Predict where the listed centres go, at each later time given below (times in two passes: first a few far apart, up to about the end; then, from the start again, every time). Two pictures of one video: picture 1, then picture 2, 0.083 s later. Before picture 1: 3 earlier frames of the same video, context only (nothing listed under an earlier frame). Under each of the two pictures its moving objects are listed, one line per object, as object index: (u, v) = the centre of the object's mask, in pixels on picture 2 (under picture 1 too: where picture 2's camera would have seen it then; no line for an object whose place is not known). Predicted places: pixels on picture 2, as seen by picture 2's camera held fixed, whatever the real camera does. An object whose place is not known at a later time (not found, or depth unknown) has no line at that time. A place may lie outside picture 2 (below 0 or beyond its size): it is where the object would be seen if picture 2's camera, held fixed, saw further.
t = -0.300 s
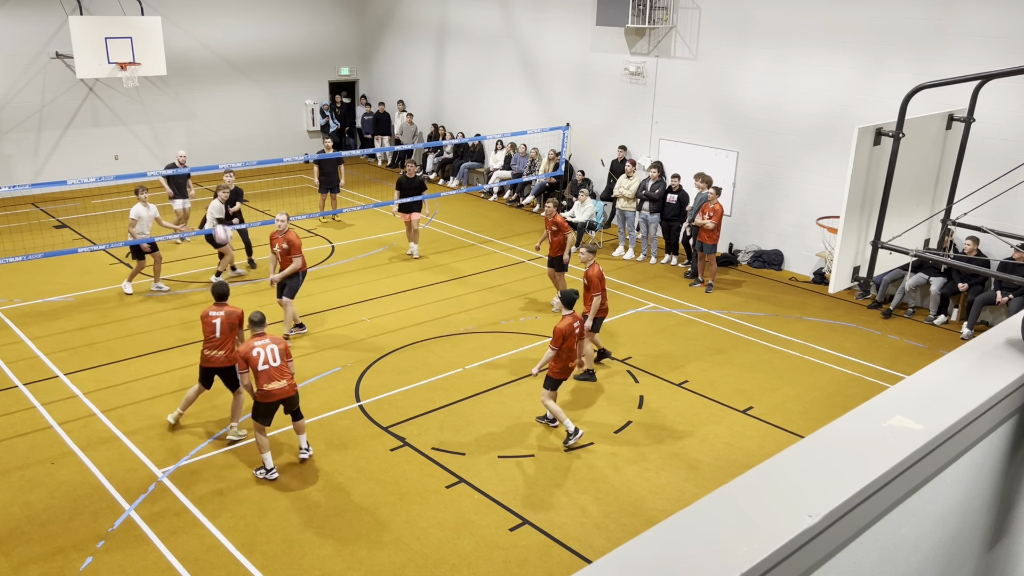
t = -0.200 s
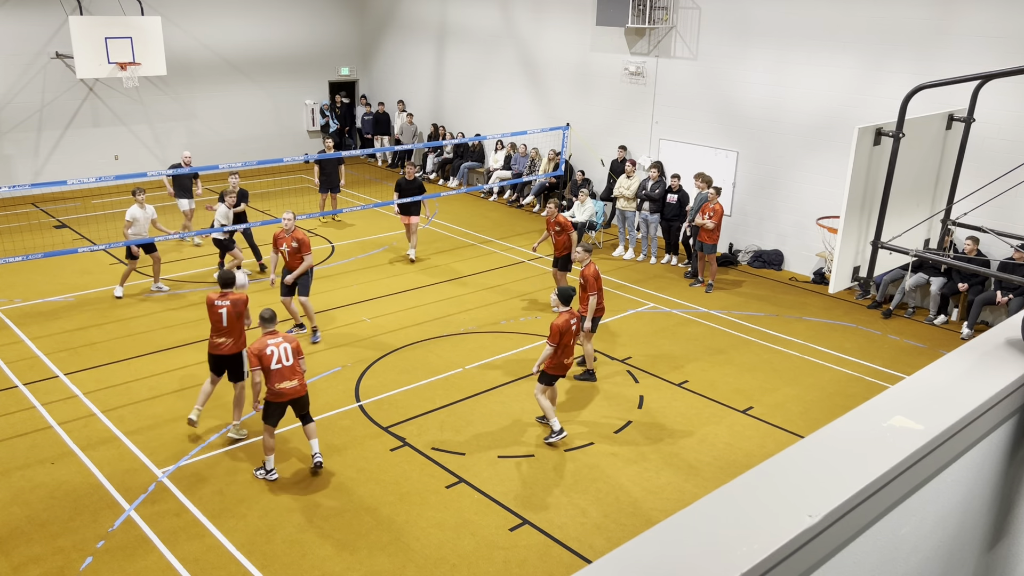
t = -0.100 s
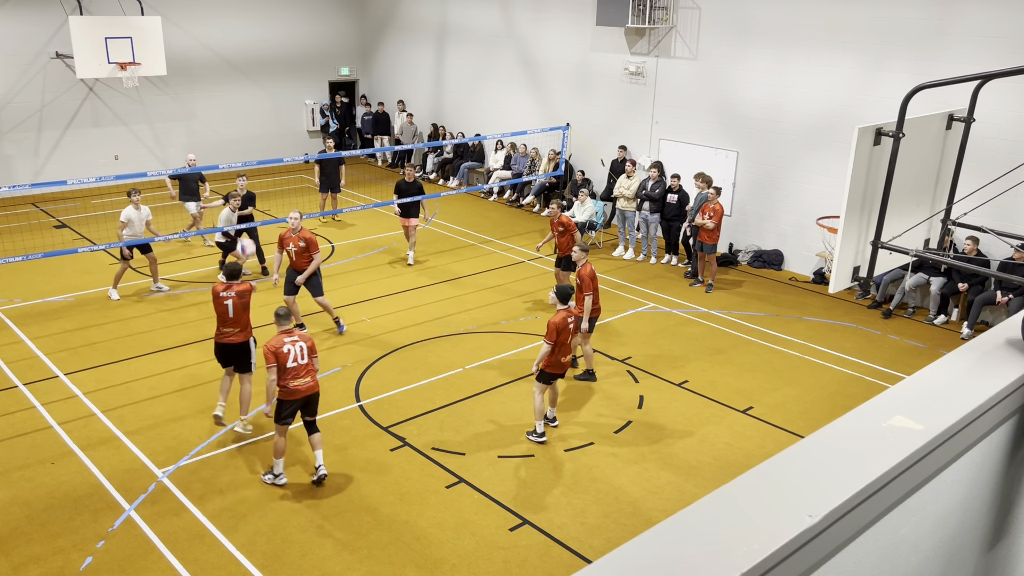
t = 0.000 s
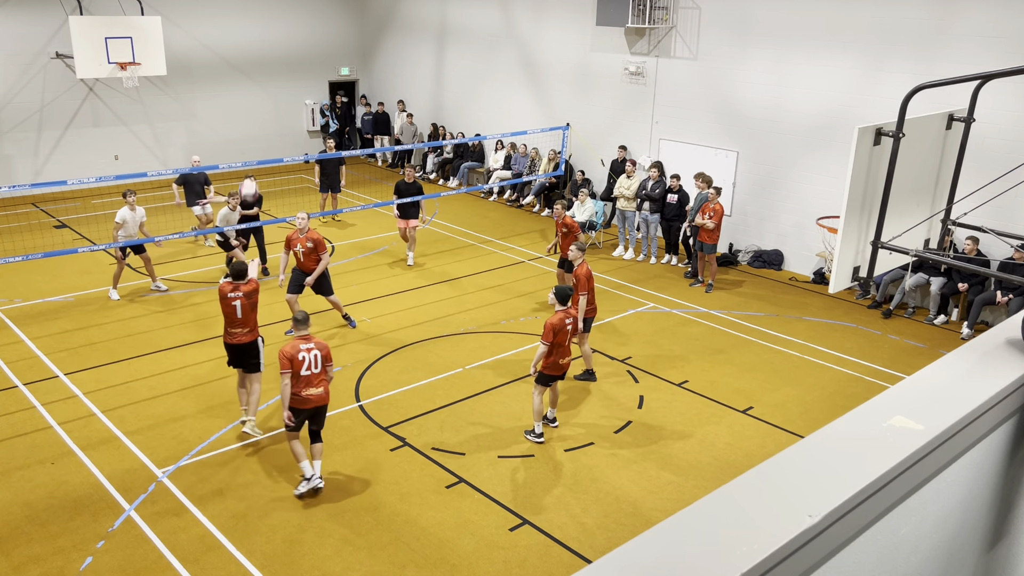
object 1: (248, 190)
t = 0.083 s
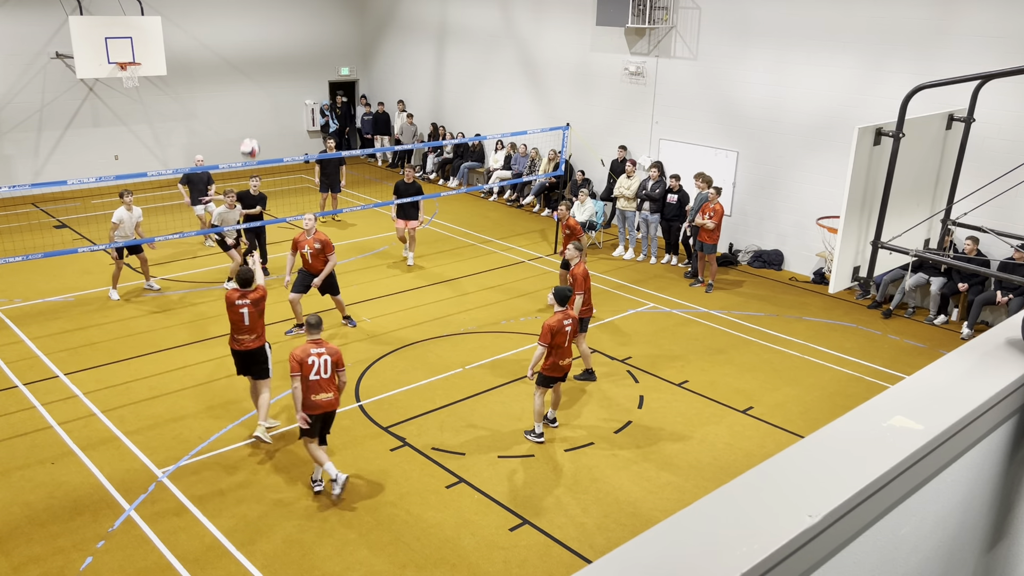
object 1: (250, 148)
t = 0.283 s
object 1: (255, 77)
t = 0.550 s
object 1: (265, 41)
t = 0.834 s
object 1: (279, 70)
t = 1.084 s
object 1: (294, 142)
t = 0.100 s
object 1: (250, 141)
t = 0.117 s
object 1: (250, 134)
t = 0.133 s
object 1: (251, 127)
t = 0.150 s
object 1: (251, 120)
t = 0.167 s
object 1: (251, 114)
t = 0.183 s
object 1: (251, 108)
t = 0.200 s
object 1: (252, 102)
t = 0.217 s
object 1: (252, 96)
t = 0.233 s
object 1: (253, 91)
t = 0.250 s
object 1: (253, 86)
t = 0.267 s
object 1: (254, 81)
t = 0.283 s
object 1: (255, 77)
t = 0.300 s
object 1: (255, 73)
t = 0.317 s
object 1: (256, 69)
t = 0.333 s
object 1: (256, 65)
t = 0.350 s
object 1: (257, 62)
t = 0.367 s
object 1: (258, 59)
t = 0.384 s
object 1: (258, 56)
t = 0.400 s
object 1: (259, 53)
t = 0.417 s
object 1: (260, 51)
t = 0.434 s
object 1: (260, 49)
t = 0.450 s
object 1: (261, 47)
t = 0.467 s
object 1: (261, 45)
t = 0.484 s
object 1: (262, 44)
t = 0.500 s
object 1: (263, 43)
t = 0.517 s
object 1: (264, 42)
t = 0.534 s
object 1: (264, 41)
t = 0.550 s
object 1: (265, 41)
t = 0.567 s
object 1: (266, 41)
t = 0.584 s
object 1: (267, 41)
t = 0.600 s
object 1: (267, 41)
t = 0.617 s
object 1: (268, 42)
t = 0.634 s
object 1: (269, 42)
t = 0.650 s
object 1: (270, 43)
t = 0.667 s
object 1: (271, 45)
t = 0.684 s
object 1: (272, 46)
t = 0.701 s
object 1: (273, 48)
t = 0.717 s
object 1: (273, 50)
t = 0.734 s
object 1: (274, 52)
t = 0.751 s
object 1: (275, 55)
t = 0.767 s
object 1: (276, 57)
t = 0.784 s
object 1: (277, 60)
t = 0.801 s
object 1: (278, 63)
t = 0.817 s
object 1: (279, 66)
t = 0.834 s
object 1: (279, 70)
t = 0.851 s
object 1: (281, 73)
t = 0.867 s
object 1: (281, 77)
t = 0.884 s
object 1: (282, 81)
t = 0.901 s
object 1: (283, 85)
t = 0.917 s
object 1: (284, 89)
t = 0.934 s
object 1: (285, 94)
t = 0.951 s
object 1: (286, 99)
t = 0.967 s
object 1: (287, 103)
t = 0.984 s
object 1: (288, 108)
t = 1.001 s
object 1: (289, 114)
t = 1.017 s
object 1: (290, 119)
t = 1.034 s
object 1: (291, 125)
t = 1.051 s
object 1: (292, 130)
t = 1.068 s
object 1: (293, 136)
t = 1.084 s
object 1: (294, 142)
